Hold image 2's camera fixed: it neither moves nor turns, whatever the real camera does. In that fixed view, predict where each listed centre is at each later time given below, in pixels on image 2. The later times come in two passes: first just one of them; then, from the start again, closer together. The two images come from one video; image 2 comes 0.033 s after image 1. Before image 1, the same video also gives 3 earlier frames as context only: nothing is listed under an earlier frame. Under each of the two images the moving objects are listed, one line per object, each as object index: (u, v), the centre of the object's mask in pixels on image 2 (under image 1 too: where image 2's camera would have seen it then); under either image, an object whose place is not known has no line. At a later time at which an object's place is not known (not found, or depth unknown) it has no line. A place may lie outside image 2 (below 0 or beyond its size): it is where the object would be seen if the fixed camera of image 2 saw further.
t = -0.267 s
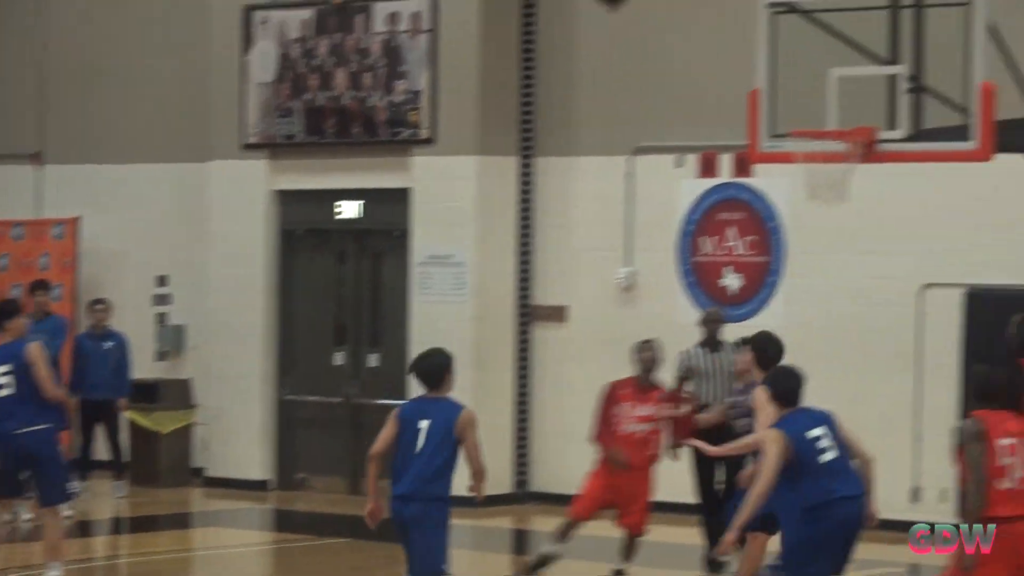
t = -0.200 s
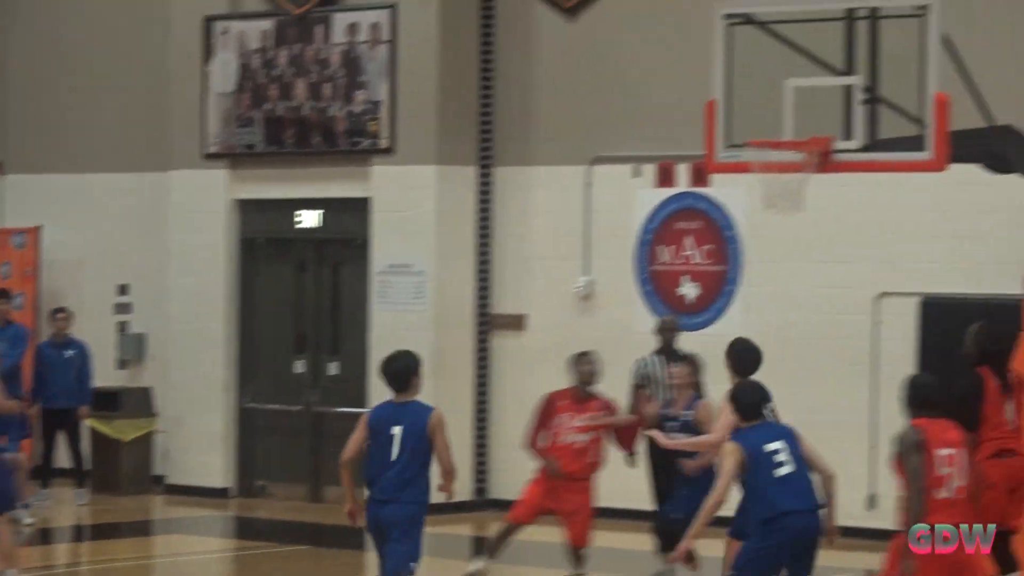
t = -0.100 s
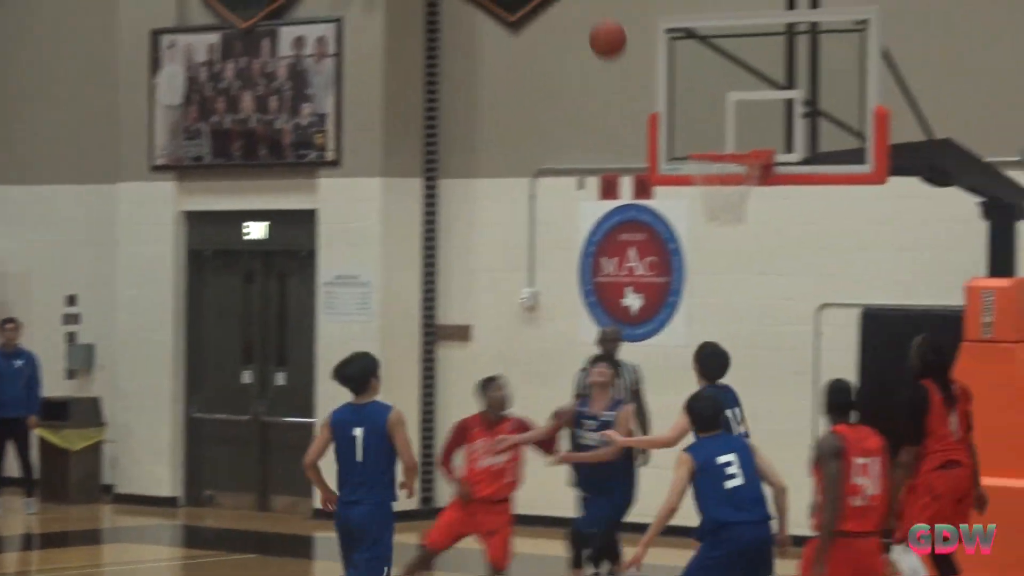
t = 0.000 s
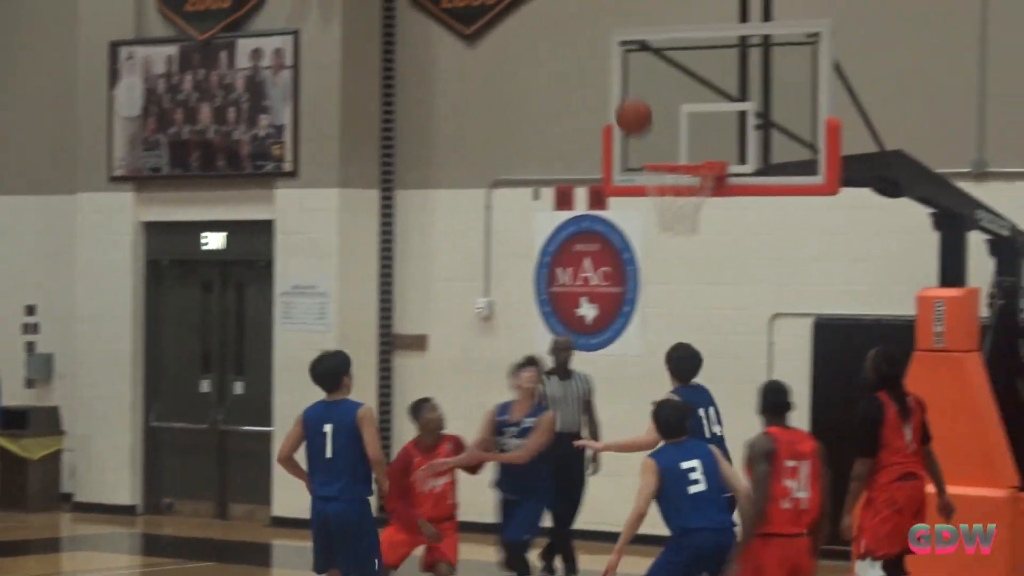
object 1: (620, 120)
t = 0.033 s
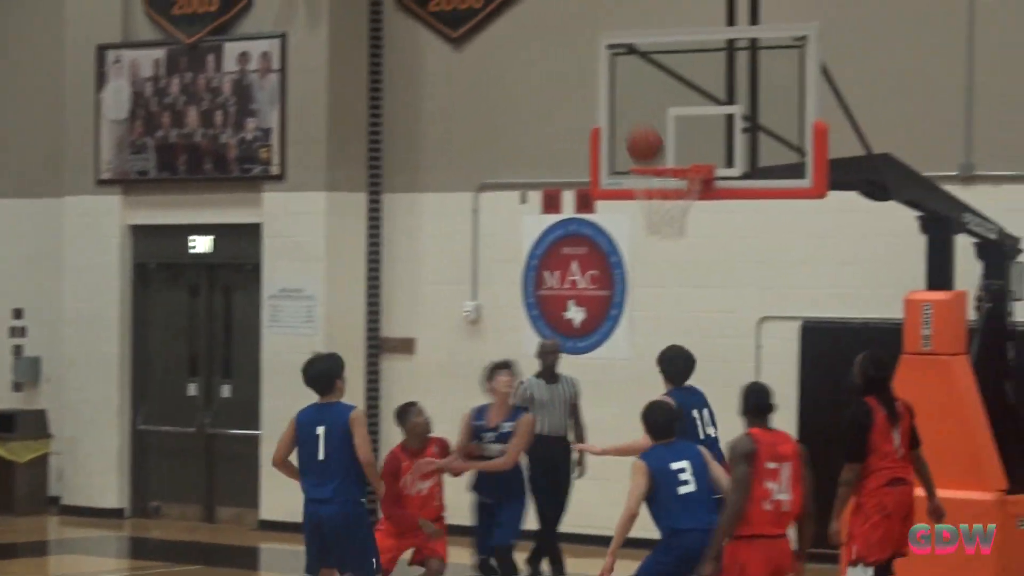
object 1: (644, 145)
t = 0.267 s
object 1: (704, 217)
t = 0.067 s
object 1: (668, 171)
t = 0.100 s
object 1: (690, 199)
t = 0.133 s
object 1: (695, 218)
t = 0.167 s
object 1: (701, 210)
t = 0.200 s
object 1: (704, 210)
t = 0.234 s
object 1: (704, 211)
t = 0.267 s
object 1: (704, 217)
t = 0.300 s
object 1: (705, 223)
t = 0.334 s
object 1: (707, 231)
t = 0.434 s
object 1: (711, 265)
